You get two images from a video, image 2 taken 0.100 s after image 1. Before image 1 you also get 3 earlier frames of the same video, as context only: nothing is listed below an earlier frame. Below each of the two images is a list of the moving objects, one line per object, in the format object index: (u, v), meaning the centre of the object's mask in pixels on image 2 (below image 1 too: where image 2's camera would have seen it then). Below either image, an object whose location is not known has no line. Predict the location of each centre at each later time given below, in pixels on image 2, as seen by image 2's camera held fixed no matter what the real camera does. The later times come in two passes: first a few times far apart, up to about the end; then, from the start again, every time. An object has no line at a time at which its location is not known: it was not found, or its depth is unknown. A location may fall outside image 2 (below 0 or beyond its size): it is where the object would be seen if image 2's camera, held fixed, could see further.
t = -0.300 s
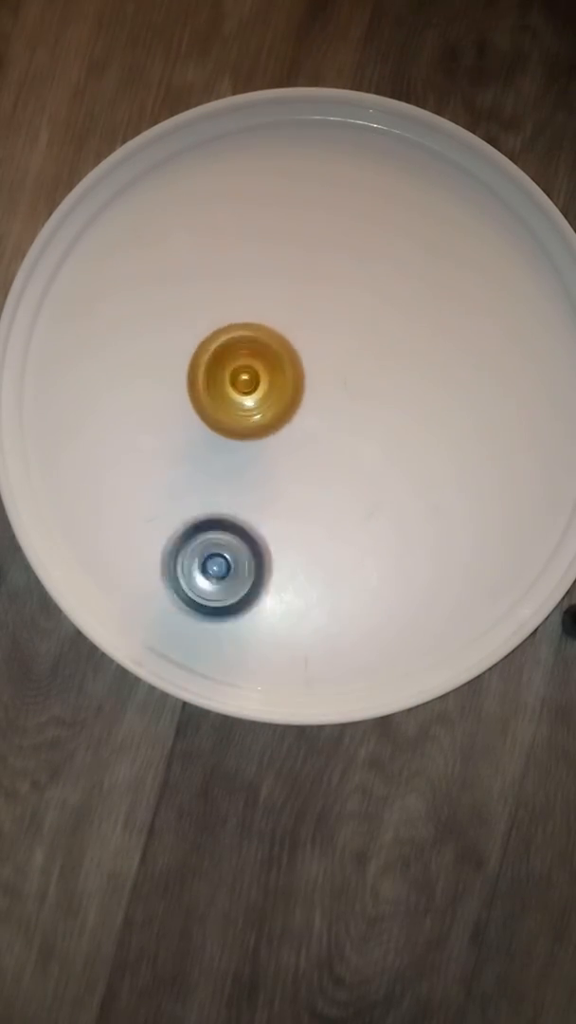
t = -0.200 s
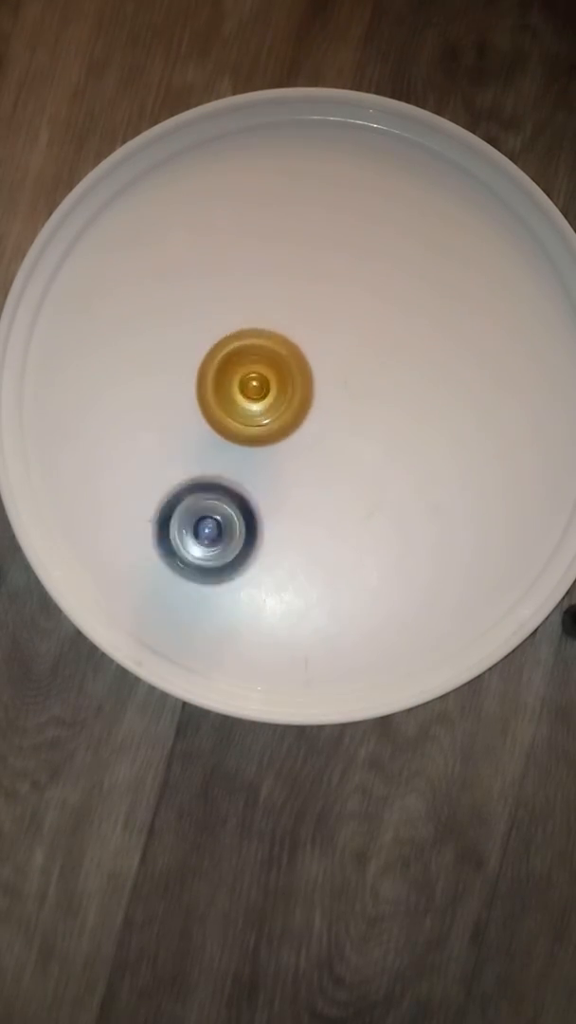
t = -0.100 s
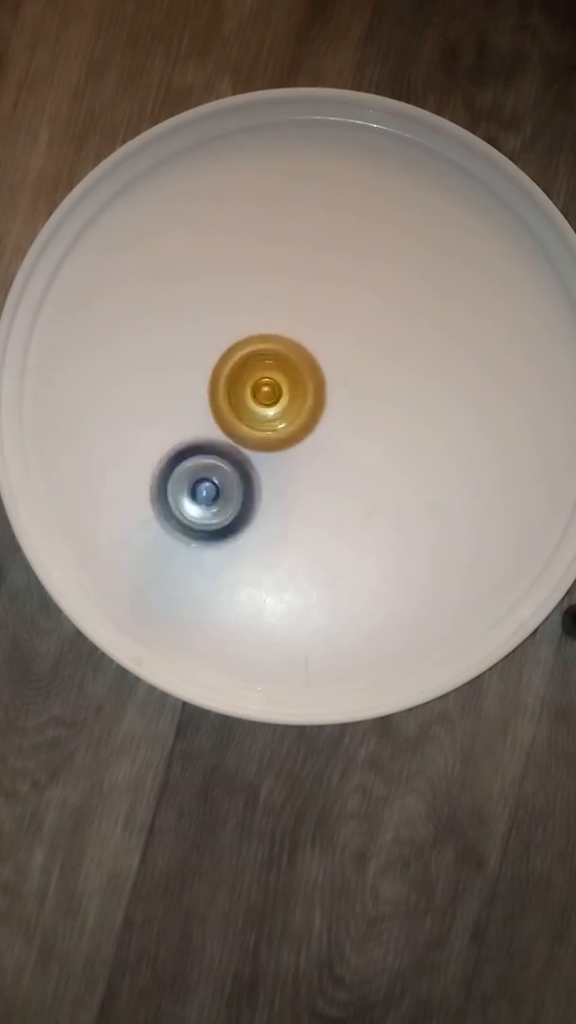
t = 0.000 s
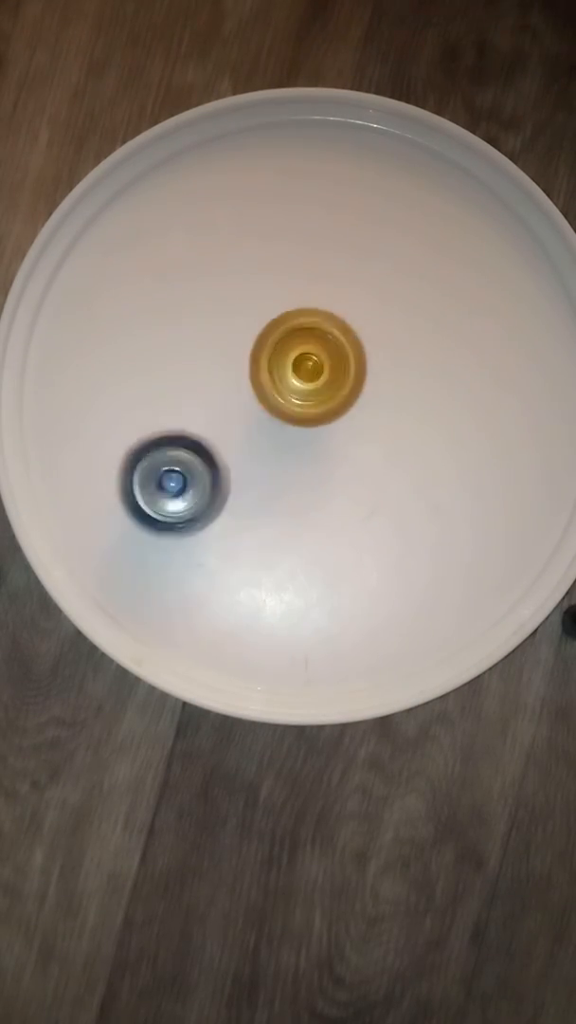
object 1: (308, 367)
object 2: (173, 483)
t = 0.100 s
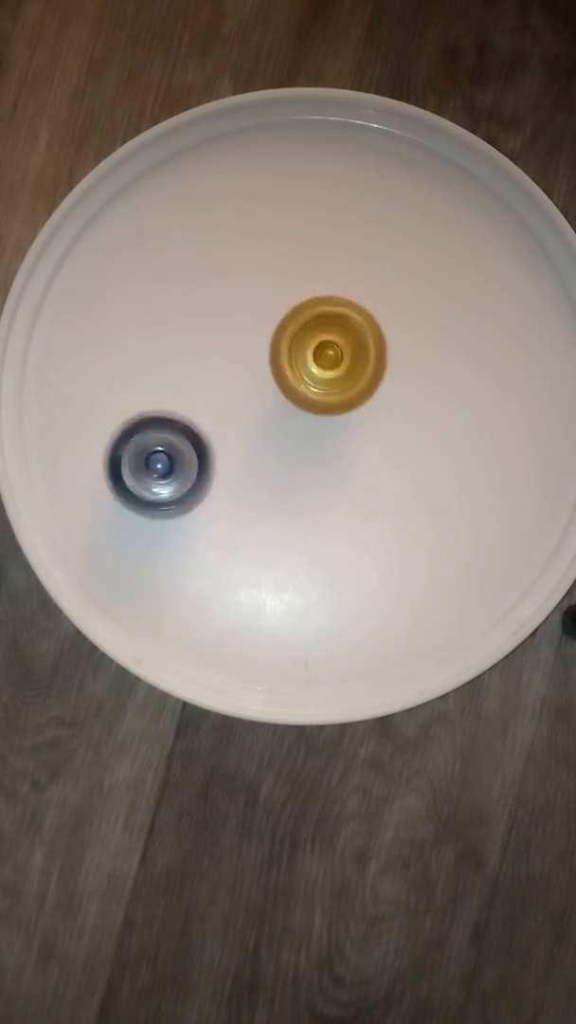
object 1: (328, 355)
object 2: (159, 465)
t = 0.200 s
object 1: (345, 347)
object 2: (153, 446)
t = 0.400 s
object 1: (380, 344)
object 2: (171, 404)
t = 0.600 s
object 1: (407, 359)
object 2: (215, 371)
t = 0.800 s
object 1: (425, 383)
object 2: (277, 352)
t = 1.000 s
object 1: (441, 419)
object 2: (338, 340)
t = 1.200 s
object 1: (454, 469)
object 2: (371, 333)
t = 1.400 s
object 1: (450, 506)
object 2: (400, 347)
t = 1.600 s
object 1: (436, 531)
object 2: (417, 376)
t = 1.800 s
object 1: (410, 539)
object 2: (419, 411)
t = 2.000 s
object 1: (345, 590)
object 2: (442, 373)
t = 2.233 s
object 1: (249, 627)
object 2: (459, 316)
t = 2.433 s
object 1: (194, 614)
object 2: (459, 288)
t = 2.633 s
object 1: (159, 581)
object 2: (440, 284)
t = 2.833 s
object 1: (153, 535)
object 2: (398, 304)
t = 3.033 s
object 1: (173, 471)
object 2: (350, 342)
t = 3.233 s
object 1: (177, 400)
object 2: (361, 376)
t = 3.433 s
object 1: (160, 365)
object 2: (476, 391)
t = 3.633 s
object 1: (177, 349)
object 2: (522, 437)
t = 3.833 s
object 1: (226, 339)
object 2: (528, 502)
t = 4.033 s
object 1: (306, 342)
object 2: (495, 560)
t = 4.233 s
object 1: (396, 359)
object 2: (434, 579)
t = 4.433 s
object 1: (473, 383)
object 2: (374, 553)
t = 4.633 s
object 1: (514, 415)
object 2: (335, 496)
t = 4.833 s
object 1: (528, 458)
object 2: (333, 425)
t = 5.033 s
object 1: (527, 505)
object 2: (365, 366)
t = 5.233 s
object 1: (511, 545)
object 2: (419, 333)
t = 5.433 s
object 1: (476, 568)
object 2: (475, 334)
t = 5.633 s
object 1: (438, 564)
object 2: (511, 371)
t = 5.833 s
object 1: (384, 530)
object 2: (510, 422)
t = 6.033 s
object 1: (321, 472)
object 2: (476, 461)
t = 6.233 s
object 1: (263, 401)
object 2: (417, 473)
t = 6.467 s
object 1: (220, 335)
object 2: (350, 444)
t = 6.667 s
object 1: (216, 315)
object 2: (313, 396)
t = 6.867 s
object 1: (218, 298)
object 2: (345, 371)
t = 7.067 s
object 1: (239, 302)
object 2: (387, 365)
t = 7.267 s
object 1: (287, 333)
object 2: (418, 379)
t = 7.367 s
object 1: (319, 357)
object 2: (431, 395)
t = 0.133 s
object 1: (334, 353)
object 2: (156, 459)
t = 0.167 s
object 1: (340, 350)
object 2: (155, 453)
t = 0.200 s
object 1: (345, 347)
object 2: (153, 446)
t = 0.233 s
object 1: (350, 346)
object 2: (154, 438)
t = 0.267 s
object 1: (357, 345)
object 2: (157, 431)
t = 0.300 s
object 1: (363, 343)
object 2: (159, 424)
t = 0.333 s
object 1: (368, 343)
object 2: (163, 418)
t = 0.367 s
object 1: (374, 344)
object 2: (166, 411)
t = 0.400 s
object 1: (380, 344)
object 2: (171, 404)
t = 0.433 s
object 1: (385, 345)
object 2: (178, 398)
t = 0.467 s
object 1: (389, 348)
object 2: (185, 392)
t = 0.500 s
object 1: (395, 350)
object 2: (192, 386)
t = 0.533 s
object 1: (398, 352)
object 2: (200, 381)
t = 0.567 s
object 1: (402, 356)
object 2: (208, 376)
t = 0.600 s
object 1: (407, 359)
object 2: (215, 371)
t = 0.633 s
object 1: (410, 362)
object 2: (225, 365)
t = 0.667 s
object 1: (413, 366)
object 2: (235, 361)
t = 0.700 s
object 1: (417, 370)
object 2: (245, 358)
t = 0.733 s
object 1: (420, 374)
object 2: (256, 355)
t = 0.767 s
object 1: (422, 379)
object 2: (267, 354)
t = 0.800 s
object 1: (425, 383)
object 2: (277, 352)
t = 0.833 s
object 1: (427, 387)
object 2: (287, 349)
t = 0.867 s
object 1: (429, 393)
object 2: (300, 347)
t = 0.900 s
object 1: (431, 398)
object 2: (312, 347)
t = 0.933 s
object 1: (432, 402)
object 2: (323, 347)
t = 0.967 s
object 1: (433, 408)
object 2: (335, 346)
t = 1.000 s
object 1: (441, 419)
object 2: (338, 340)
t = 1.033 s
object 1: (445, 428)
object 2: (343, 337)
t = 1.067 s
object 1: (447, 436)
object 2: (348, 334)
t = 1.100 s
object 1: (450, 443)
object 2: (354, 333)
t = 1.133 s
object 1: (451, 452)
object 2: (359, 333)
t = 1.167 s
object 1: (453, 461)
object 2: (365, 333)
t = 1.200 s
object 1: (454, 469)
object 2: (371, 333)
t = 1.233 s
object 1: (453, 477)
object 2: (376, 335)
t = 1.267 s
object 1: (454, 484)
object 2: (382, 337)
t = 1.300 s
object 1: (453, 489)
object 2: (387, 338)
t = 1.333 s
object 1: (452, 496)
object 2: (391, 341)
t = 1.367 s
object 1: (452, 501)
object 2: (395, 344)
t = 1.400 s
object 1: (450, 506)
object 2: (400, 347)
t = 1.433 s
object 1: (448, 511)
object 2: (404, 352)
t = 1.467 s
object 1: (446, 515)
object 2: (407, 356)
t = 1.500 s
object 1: (444, 520)
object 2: (410, 360)
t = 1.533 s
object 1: (442, 524)
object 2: (413, 365)
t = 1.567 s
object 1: (438, 527)
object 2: (416, 370)
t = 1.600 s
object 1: (436, 531)
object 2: (417, 376)
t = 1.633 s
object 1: (433, 532)
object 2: (418, 381)
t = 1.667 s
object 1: (428, 535)
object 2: (419, 386)
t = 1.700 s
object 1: (425, 537)
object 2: (420, 392)
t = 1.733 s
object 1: (420, 537)
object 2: (421, 398)
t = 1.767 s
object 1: (415, 539)
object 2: (420, 404)
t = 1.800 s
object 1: (410, 539)
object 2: (419, 411)
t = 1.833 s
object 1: (404, 540)
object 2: (418, 417)
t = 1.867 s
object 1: (400, 539)
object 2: (417, 423)
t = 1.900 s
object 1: (389, 549)
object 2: (424, 416)
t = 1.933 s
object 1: (373, 568)
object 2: (433, 397)
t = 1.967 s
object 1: (358, 581)
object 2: (439, 384)
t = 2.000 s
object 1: (345, 590)
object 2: (442, 373)
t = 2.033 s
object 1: (331, 597)
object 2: (445, 363)
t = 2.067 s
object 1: (316, 604)
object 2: (448, 354)
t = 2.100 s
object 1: (302, 611)
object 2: (451, 345)
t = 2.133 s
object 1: (288, 617)
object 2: (454, 337)
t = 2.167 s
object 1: (273, 622)
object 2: (455, 329)
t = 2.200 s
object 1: (260, 626)
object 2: (457, 323)
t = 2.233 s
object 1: (249, 627)
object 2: (459, 316)
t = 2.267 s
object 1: (238, 627)
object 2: (460, 310)
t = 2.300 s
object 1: (228, 626)
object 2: (461, 304)
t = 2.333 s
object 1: (218, 624)
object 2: (461, 299)
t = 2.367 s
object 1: (209, 621)
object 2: (460, 294)
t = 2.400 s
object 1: (201, 618)
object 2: (460, 291)
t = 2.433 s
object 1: (194, 614)
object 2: (459, 288)
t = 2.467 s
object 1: (186, 610)
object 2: (458, 286)
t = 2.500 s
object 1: (180, 605)
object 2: (455, 284)
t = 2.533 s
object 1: (174, 600)
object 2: (453, 283)
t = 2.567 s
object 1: (169, 595)
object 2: (449, 283)
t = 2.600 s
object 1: (163, 588)
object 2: (445, 284)
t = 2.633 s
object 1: (159, 581)
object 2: (440, 284)
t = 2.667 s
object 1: (156, 574)
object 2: (434, 286)
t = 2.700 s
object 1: (153, 567)
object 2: (427, 288)
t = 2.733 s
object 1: (152, 560)
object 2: (420, 291)
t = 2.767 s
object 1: (152, 552)
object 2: (413, 295)
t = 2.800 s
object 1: (152, 544)
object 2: (405, 299)
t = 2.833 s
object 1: (153, 535)
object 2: (398, 304)
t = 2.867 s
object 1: (154, 526)
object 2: (390, 310)
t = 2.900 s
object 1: (157, 516)
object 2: (383, 315)
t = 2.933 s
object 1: (160, 506)
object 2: (374, 322)
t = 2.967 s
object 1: (164, 494)
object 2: (366, 329)
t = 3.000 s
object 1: (168, 483)
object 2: (358, 336)
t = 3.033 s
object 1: (173, 471)
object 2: (350, 342)
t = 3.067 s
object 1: (178, 459)
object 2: (341, 350)
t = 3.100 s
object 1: (185, 446)
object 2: (332, 356)
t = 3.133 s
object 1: (192, 433)
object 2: (324, 363)
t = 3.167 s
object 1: (200, 420)
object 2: (316, 370)
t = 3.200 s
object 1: (195, 408)
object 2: (325, 377)
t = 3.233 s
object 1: (177, 400)
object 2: (361, 376)
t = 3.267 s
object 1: (167, 392)
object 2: (394, 374)
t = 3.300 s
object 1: (162, 385)
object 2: (420, 378)
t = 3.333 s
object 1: (160, 379)
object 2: (439, 381)
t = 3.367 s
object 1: (159, 375)
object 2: (453, 385)
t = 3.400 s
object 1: (158, 370)
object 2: (464, 387)
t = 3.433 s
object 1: (160, 365)
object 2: (476, 391)
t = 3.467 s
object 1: (161, 362)
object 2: (486, 396)
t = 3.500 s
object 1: (163, 359)
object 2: (496, 402)
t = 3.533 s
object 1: (166, 356)
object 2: (504, 409)
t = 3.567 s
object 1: (169, 354)
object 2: (511, 418)
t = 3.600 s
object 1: (174, 351)
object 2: (517, 428)
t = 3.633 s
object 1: (177, 349)
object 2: (522, 437)
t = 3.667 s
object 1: (184, 346)
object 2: (526, 447)
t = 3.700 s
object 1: (191, 345)
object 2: (528, 458)
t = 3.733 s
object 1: (198, 342)
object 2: (529, 470)
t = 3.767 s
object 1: (207, 341)
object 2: (530, 481)
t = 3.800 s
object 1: (216, 340)
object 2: (530, 492)
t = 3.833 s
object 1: (226, 339)
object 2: (528, 502)
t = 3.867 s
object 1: (237, 339)
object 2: (526, 513)
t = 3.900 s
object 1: (249, 339)
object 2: (523, 523)
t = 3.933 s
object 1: (263, 340)
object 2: (518, 534)
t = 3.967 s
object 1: (278, 340)
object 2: (511, 542)
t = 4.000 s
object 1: (292, 341)
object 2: (504, 551)
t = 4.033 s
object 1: (306, 342)
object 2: (495, 560)
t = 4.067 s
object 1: (322, 345)
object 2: (486, 566)
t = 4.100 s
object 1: (337, 347)
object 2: (478, 572)
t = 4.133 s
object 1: (351, 349)
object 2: (468, 575)
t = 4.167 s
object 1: (366, 353)
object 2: (456, 578)
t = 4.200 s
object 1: (381, 356)
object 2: (446, 579)
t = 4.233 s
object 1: (396, 359)
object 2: (434, 579)
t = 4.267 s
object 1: (410, 364)
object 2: (423, 578)
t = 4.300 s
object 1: (424, 367)
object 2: (412, 575)
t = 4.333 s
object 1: (438, 370)
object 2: (401, 572)
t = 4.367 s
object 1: (450, 375)
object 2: (391, 566)
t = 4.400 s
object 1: (462, 378)
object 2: (382, 560)
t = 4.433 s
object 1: (473, 383)
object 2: (374, 553)
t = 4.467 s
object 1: (481, 388)
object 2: (365, 544)
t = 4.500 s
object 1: (490, 392)
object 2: (357, 536)
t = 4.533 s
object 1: (497, 398)
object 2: (350, 527)
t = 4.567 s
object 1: (503, 404)
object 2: (344, 516)
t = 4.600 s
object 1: (509, 409)
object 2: (338, 506)
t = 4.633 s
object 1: (514, 415)
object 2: (335, 496)
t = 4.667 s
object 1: (518, 422)
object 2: (331, 484)
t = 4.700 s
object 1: (521, 429)
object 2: (331, 472)
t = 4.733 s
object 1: (524, 436)
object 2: (330, 460)
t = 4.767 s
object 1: (525, 443)
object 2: (330, 448)
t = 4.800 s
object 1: (527, 451)
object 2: (331, 437)
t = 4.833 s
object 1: (528, 458)
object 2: (333, 425)
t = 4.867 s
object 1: (529, 467)
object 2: (336, 414)
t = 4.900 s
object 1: (529, 474)
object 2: (340, 404)
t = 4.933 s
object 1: (529, 482)
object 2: (346, 394)
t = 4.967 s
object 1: (529, 490)
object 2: (352, 384)
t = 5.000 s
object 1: (528, 497)
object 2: (358, 374)
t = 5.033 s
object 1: (527, 505)
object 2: (365, 366)
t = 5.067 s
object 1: (526, 511)
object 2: (373, 358)
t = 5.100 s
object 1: (524, 519)
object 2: (381, 351)
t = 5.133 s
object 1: (522, 525)
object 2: (389, 346)
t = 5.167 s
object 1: (520, 532)
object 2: (400, 341)
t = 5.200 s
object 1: (516, 539)
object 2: (410, 336)
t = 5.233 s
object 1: (511, 545)
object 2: (419, 333)
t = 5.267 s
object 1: (506, 549)
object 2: (429, 331)
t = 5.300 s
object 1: (501, 555)
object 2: (438, 329)
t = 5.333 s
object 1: (495, 559)
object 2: (447, 329)
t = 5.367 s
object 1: (489, 563)
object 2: (457, 330)
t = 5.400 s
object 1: (483, 566)
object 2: (467, 332)
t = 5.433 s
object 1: (476, 568)
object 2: (475, 334)
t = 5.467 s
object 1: (470, 569)
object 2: (483, 338)
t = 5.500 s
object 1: (464, 569)
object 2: (489, 343)
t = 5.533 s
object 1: (458, 569)
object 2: (496, 348)
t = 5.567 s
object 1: (451, 568)
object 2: (501, 356)
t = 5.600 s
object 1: (445, 567)
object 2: (507, 363)
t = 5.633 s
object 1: (438, 564)
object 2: (511, 371)
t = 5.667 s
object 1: (430, 561)
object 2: (513, 379)
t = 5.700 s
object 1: (422, 556)
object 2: (514, 387)
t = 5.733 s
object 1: (413, 550)
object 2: (514, 396)
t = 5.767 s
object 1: (404, 545)
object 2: (513, 405)
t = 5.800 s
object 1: (394, 538)
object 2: (511, 414)
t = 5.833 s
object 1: (384, 530)
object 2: (510, 422)
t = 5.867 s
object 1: (373, 521)
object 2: (505, 430)
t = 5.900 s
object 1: (363, 513)
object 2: (500, 438)
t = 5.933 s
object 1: (351, 504)
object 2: (494, 445)
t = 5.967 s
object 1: (341, 494)
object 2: (487, 451)
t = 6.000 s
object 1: (330, 483)
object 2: (483, 456)
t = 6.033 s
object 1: (321, 472)
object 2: (476, 461)
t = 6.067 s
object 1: (310, 461)
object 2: (466, 464)
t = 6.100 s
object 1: (300, 449)
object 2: (456, 468)
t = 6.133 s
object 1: (290, 436)
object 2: (446, 471)
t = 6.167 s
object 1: (282, 424)
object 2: (436, 473)
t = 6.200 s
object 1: (272, 413)
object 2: (426, 474)
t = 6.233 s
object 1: (263, 401)
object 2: (417, 473)
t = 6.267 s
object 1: (254, 389)
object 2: (406, 471)
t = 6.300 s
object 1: (246, 378)
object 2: (395, 469)
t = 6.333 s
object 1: (238, 368)
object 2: (385, 466)
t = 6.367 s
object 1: (231, 358)
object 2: (375, 463)
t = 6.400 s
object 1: (226, 349)
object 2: (366, 458)
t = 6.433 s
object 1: (222, 341)
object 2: (359, 451)
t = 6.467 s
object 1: (220, 335)
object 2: (350, 444)
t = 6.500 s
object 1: (217, 330)
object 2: (343, 437)
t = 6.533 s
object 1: (215, 324)
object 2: (335, 429)
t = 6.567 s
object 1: (214, 321)
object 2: (329, 422)
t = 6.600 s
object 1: (214, 317)
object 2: (324, 414)
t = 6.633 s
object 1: (215, 316)
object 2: (318, 405)
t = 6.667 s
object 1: (216, 315)
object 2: (313, 396)
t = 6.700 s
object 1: (217, 314)
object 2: (311, 386)
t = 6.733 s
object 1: (214, 307)
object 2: (316, 384)
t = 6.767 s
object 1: (213, 303)
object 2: (326, 384)
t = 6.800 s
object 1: (215, 300)
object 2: (332, 379)
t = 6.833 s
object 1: (217, 300)
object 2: (339, 374)
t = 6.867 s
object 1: (218, 298)
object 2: (345, 371)
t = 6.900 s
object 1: (221, 298)
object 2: (353, 369)
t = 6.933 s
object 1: (224, 297)
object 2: (361, 367)
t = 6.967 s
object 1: (228, 298)
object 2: (367, 364)
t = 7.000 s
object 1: (231, 299)
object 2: (374, 363)
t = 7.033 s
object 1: (235, 300)
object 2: (379, 364)
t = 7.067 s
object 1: (239, 302)
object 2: (387, 365)
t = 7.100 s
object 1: (246, 305)
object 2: (394, 366)
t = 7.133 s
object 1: (253, 309)
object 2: (399, 367)
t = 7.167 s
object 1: (260, 314)
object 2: (403, 370)
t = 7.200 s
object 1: (269, 320)
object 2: (409, 374)
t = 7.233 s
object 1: (277, 326)
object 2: (415, 376)
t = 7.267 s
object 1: (287, 333)
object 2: (418, 379)
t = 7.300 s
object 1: (299, 340)
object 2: (422, 383)
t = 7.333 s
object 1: (310, 349)
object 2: (424, 389)
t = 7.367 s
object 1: (319, 357)
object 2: (431, 395)
